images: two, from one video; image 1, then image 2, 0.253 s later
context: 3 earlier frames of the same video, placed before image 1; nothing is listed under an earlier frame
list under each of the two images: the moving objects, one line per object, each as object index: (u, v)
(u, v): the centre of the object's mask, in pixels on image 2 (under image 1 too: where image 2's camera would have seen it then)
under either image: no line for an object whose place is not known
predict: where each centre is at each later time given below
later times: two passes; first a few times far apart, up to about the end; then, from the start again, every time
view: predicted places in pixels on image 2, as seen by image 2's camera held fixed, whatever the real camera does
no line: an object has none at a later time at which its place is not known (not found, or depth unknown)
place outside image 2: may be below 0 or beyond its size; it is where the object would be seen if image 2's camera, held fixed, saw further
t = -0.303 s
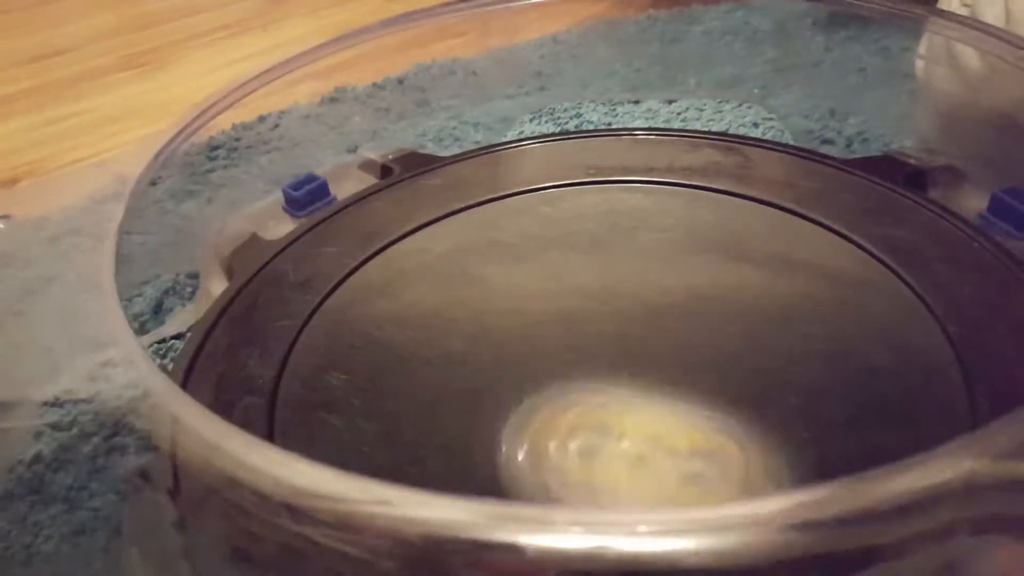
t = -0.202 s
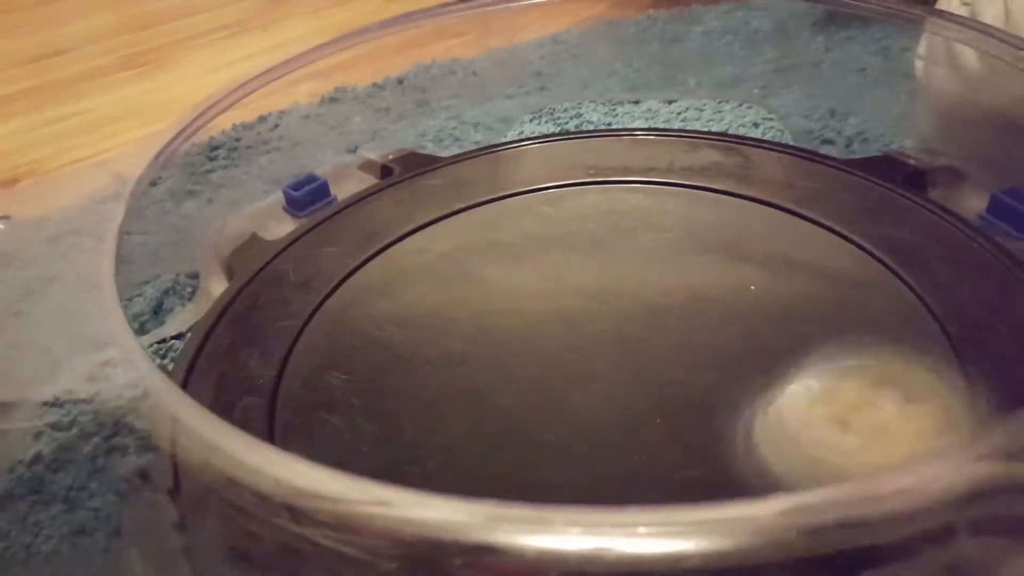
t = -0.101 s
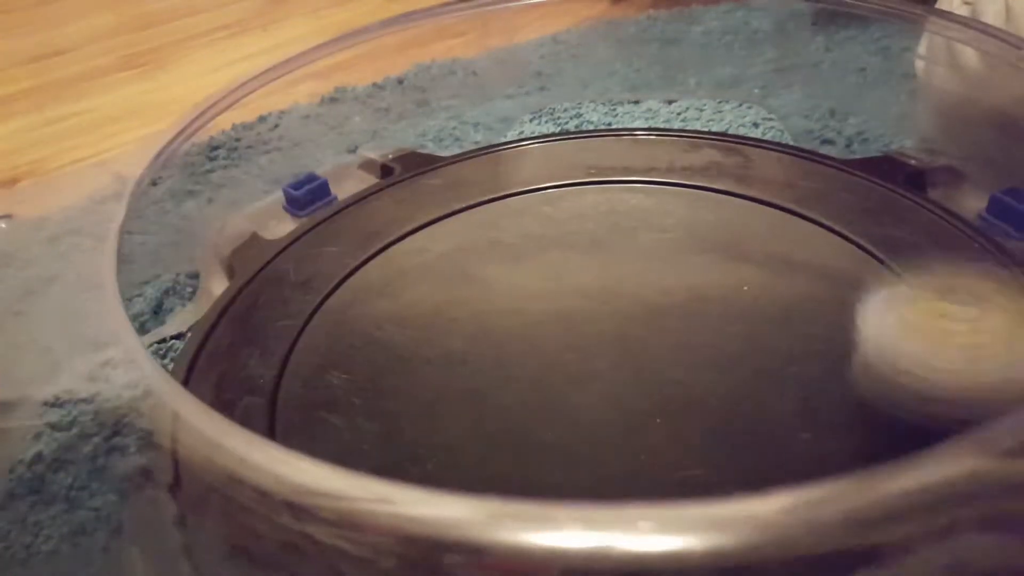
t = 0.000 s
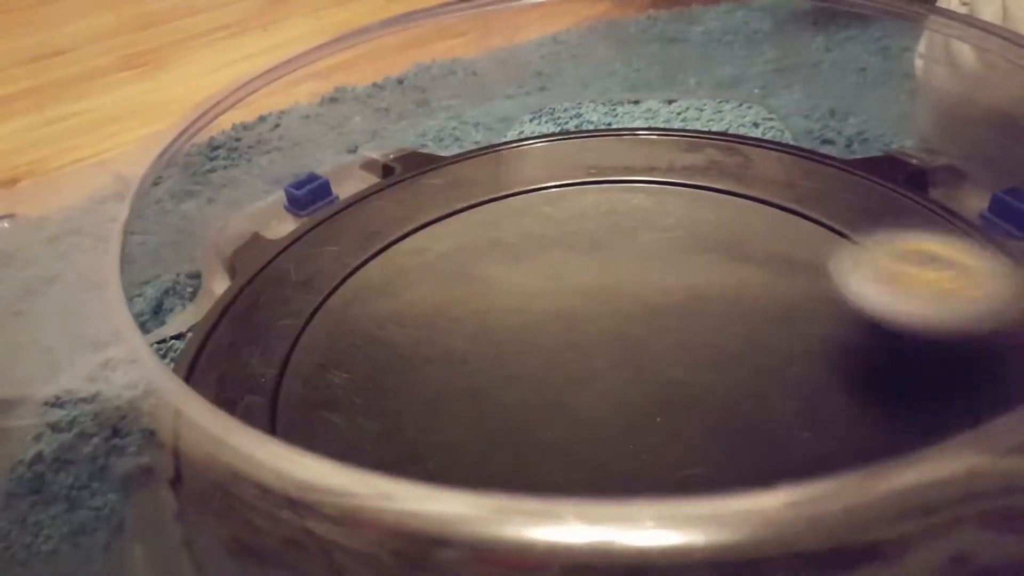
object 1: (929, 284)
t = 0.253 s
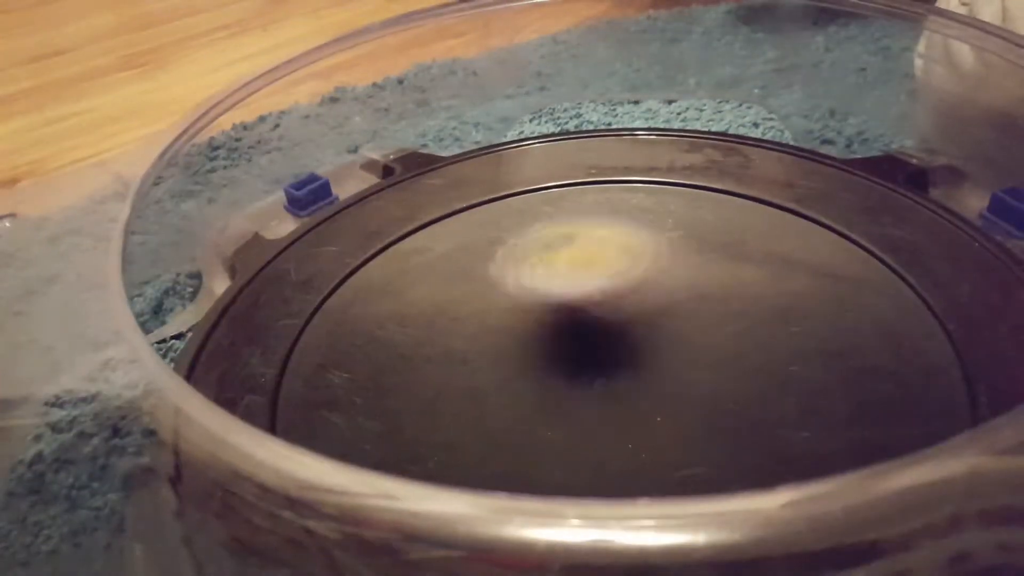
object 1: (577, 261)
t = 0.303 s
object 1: (505, 278)
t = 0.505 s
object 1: (335, 320)
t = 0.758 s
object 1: (544, 361)
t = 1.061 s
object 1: (828, 294)
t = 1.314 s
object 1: (597, 360)
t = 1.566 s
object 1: (468, 378)
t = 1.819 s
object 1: (541, 312)
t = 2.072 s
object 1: (641, 305)
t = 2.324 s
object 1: (655, 377)
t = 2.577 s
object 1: (577, 342)
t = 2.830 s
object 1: (584, 329)
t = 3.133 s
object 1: (668, 346)
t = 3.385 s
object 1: (588, 350)
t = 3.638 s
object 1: (571, 363)
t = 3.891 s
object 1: (631, 311)
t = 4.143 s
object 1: (586, 333)
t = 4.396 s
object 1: (592, 390)
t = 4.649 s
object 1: (613, 329)
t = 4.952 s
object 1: (572, 340)
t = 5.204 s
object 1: (662, 367)
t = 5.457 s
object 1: (606, 339)
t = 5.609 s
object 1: (543, 352)
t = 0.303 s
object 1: (505, 278)
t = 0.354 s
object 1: (439, 284)
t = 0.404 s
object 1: (390, 298)
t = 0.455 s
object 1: (352, 298)
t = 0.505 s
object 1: (335, 320)
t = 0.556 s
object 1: (342, 315)
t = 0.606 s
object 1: (368, 344)
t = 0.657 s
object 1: (413, 360)
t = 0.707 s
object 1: (470, 355)
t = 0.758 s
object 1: (544, 361)
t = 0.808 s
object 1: (622, 357)
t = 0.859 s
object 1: (751, 326)
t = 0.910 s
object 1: (802, 310)
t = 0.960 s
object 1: (830, 296)
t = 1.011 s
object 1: (842, 292)
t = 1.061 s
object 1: (828, 294)
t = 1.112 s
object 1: (800, 303)
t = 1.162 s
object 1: (758, 316)
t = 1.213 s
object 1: (709, 329)
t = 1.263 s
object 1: (651, 348)
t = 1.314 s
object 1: (597, 360)
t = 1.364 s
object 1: (548, 368)
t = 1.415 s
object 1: (508, 374)
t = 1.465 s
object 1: (482, 378)
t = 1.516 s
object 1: (469, 381)
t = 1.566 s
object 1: (468, 378)
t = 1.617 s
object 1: (476, 374)
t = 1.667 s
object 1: (489, 364)
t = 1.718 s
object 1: (504, 351)
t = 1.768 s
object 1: (521, 333)
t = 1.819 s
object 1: (541, 312)
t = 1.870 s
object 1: (563, 298)
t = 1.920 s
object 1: (582, 287)
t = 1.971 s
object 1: (600, 285)
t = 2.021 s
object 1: (623, 292)
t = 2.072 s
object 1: (641, 305)
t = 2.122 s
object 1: (655, 325)
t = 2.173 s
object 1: (662, 345)
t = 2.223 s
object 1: (664, 358)
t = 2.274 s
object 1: (661, 371)
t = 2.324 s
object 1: (655, 377)
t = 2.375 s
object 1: (646, 377)
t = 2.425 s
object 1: (634, 371)
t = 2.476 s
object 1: (619, 361)
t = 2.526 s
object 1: (599, 351)
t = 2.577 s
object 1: (577, 342)
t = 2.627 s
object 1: (559, 336)
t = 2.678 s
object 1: (551, 333)
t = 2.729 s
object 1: (553, 330)
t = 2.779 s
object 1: (564, 329)
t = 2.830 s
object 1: (584, 329)
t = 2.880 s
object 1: (607, 332)
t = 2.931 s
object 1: (628, 336)
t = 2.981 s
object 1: (646, 340)
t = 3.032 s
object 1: (660, 343)
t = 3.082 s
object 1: (667, 346)
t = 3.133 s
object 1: (668, 346)
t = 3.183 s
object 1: (662, 346)
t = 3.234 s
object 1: (648, 344)
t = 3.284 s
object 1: (630, 343)
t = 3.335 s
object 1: (609, 345)
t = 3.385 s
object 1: (588, 350)
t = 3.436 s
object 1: (572, 358)
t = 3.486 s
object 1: (563, 365)
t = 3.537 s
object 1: (562, 369)
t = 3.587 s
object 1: (564, 369)
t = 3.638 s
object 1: (571, 363)
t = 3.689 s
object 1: (584, 353)
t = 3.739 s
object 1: (600, 342)
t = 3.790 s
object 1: (614, 331)
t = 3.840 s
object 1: (625, 320)
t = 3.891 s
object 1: (631, 311)
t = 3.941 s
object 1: (631, 306)
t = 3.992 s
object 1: (625, 305)
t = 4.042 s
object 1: (614, 309)
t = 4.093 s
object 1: (599, 318)
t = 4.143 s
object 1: (586, 333)
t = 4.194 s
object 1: (578, 352)
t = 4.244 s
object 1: (579, 370)
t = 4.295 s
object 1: (583, 383)
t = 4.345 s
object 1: (588, 389)
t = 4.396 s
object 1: (592, 390)
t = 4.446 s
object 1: (595, 385)
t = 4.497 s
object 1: (600, 372)
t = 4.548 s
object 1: (608, 358)
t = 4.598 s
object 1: (613, 344)
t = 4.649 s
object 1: (613, 329)
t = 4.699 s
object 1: (609, 317)
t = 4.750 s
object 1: (601, 310)
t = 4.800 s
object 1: (588, 309)
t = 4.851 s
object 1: (578, 313)
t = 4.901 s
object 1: (571, 326)
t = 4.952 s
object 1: (572, 340)
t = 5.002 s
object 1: (583, 352)
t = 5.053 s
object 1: (602, 365)
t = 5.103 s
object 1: (623, 370)
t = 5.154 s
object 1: (645, 372)
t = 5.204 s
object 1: (662, 367)
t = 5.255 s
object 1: (672, 359)
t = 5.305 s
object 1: (669, 352)
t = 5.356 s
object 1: (655, 346)
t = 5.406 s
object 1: (635, 342)
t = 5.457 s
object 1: (606, 339)
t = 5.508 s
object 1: (582, 340)
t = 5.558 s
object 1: (557, 346)
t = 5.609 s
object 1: (543, 352)
